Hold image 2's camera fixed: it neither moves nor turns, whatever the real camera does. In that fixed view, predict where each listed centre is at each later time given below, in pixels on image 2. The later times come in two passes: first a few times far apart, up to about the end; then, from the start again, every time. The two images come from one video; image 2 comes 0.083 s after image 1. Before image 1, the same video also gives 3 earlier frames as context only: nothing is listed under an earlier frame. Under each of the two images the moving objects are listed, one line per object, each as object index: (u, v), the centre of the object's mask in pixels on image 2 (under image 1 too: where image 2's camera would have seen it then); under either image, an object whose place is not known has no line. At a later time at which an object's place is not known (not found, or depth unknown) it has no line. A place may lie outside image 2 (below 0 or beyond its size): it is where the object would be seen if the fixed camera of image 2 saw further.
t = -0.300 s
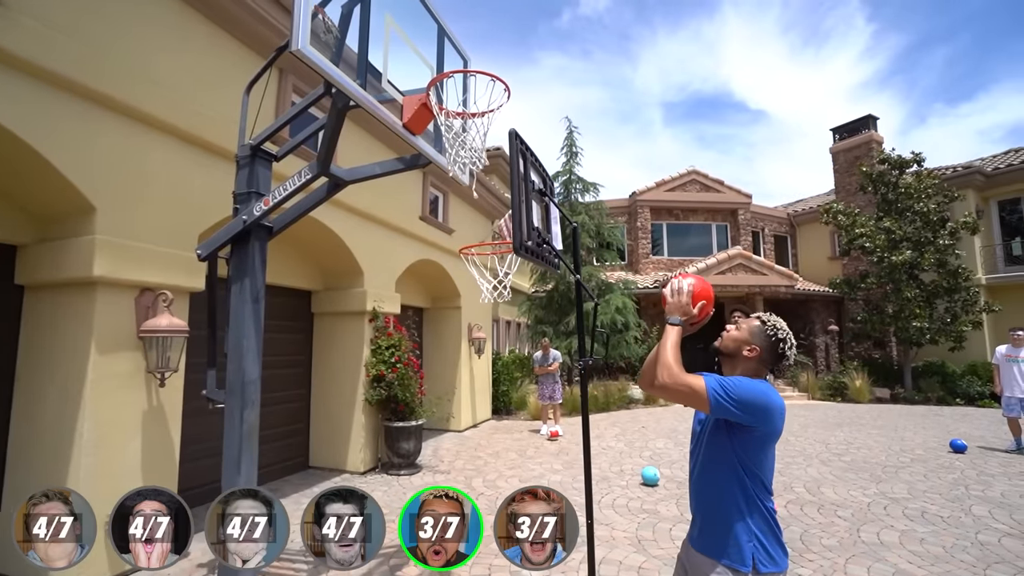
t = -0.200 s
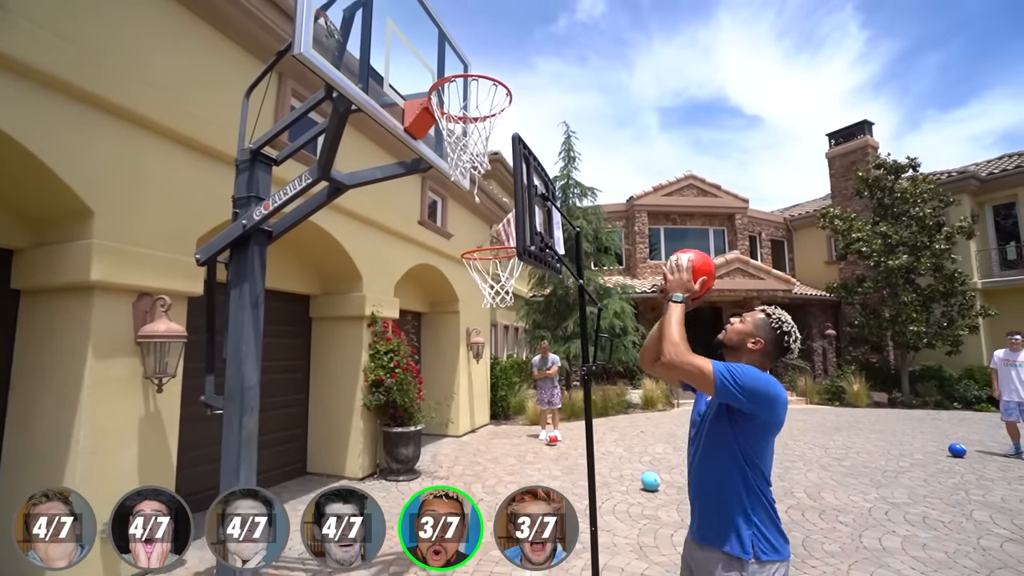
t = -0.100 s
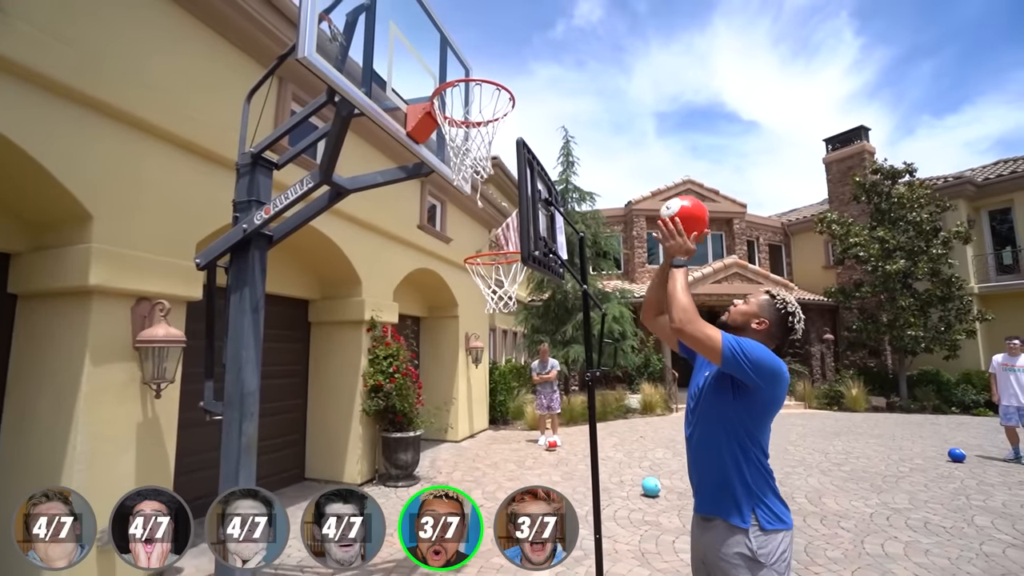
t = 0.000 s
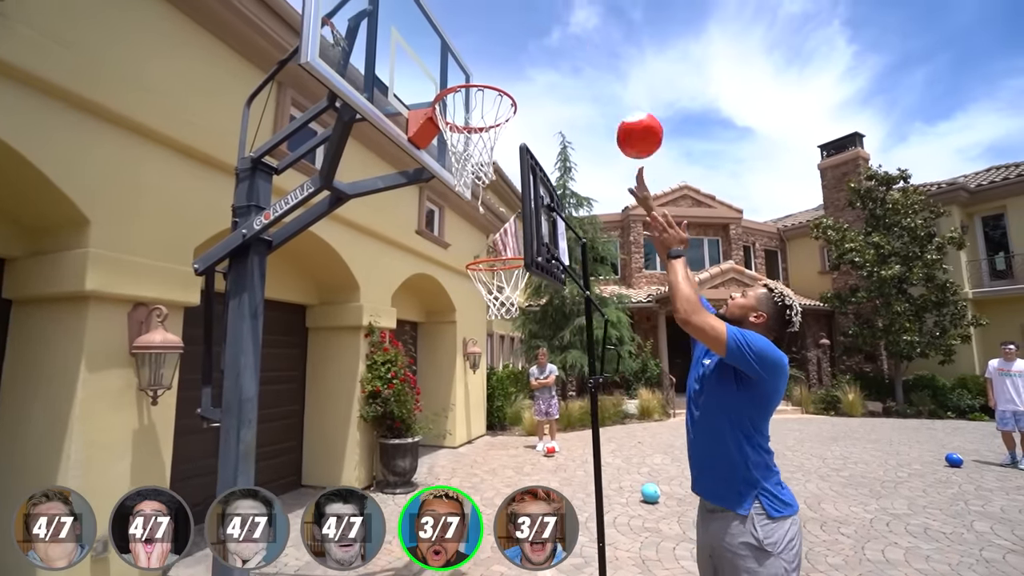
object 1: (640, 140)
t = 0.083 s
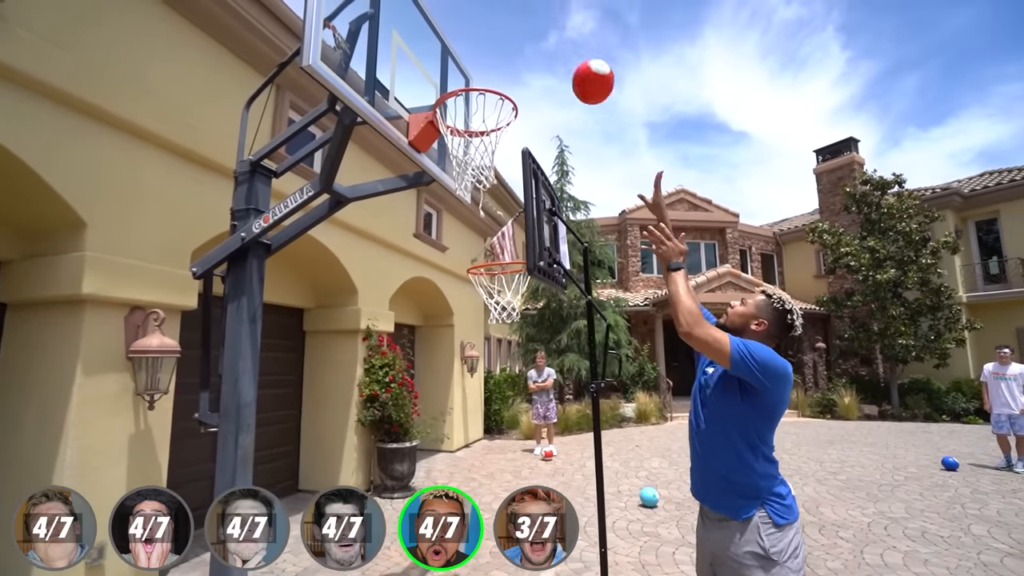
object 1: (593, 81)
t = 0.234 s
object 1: (523, 23)
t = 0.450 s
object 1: (439, 13)
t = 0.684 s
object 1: (484, 57)
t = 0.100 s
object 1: (584, 72)
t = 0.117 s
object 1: (576, 64)
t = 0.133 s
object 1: (567, 56)
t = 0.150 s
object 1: (560, 49)
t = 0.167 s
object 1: (552, 42)
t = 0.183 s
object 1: (544, 37)
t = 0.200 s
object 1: (537, 31)
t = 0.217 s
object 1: (530, 27)
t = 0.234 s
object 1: (523, 23)
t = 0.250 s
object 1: (516, 19)
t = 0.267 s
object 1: (509, 16)
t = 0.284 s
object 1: (503, 14)
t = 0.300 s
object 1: (496, 12)
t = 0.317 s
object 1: (489, 11)
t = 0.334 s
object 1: (482, 10)
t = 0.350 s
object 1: (476, 9)
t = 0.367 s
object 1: (469, 9)
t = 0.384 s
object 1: (463, 9)
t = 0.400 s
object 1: (457, 9)
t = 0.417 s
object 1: (451, 10)
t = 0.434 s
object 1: (445, 11)
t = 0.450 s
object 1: (439, 13)
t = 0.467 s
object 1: (434, 15)
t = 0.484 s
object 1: (428, 18)
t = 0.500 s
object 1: (429, 20)
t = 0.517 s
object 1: (434, 21)
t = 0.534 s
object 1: (439, 23)
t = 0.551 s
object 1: (444, 25)
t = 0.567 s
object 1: (448, 27)
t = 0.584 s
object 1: (453, 30)
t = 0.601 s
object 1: (458, 34)
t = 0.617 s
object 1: (463, 37)
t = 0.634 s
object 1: (468, 42)
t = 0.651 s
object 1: (474, 47)
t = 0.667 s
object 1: (478, 52)
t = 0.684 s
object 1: (484, 57)
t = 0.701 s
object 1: (489, 64)
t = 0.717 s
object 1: (495, 70)
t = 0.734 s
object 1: (501, 77)
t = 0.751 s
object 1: (507, 85)
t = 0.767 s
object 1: (513, 92)
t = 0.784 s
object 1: (513, 93)
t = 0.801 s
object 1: (510, 89)
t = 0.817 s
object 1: (508, 86)
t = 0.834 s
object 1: (505, 84)
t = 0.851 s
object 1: (503, 82)
